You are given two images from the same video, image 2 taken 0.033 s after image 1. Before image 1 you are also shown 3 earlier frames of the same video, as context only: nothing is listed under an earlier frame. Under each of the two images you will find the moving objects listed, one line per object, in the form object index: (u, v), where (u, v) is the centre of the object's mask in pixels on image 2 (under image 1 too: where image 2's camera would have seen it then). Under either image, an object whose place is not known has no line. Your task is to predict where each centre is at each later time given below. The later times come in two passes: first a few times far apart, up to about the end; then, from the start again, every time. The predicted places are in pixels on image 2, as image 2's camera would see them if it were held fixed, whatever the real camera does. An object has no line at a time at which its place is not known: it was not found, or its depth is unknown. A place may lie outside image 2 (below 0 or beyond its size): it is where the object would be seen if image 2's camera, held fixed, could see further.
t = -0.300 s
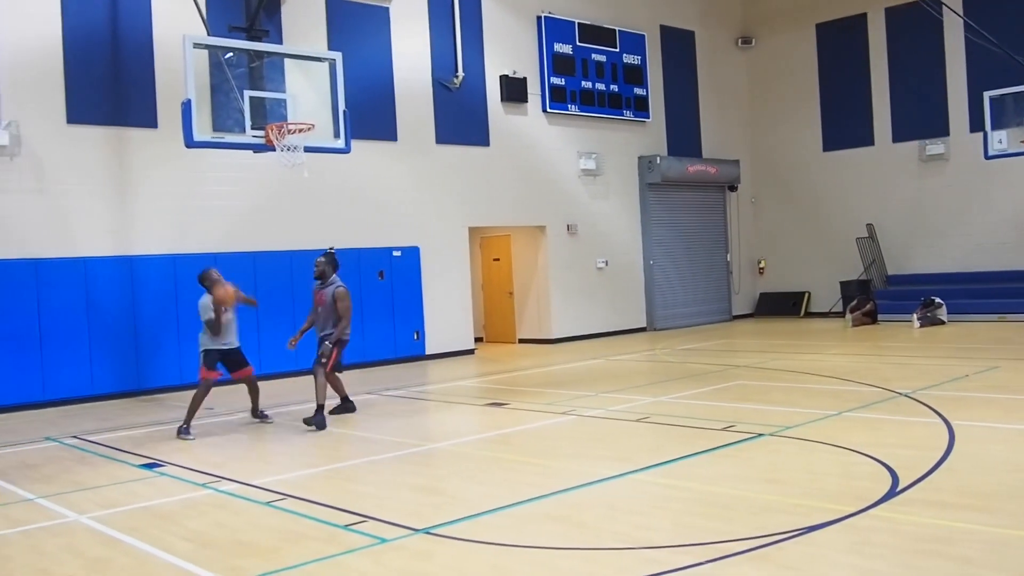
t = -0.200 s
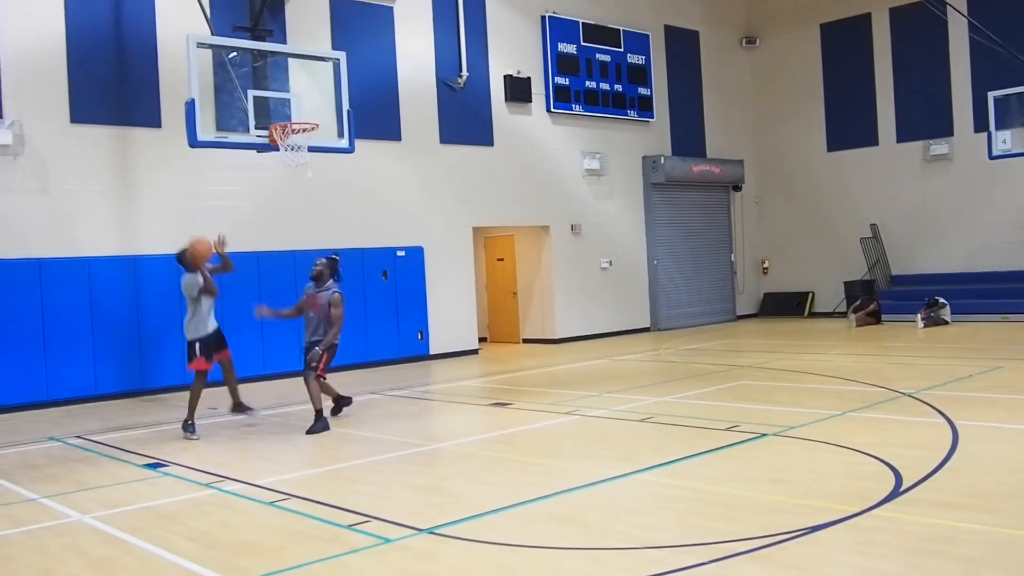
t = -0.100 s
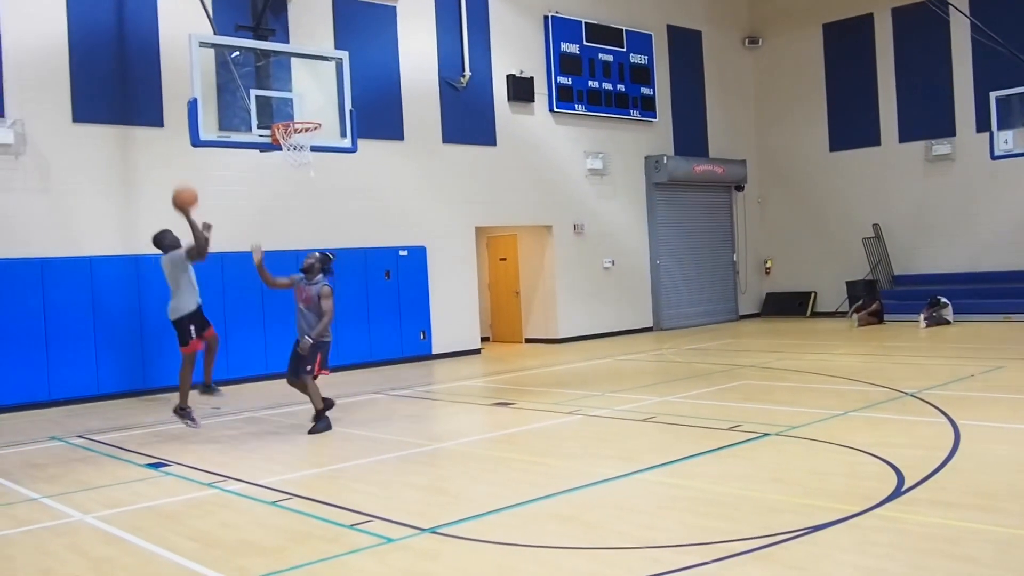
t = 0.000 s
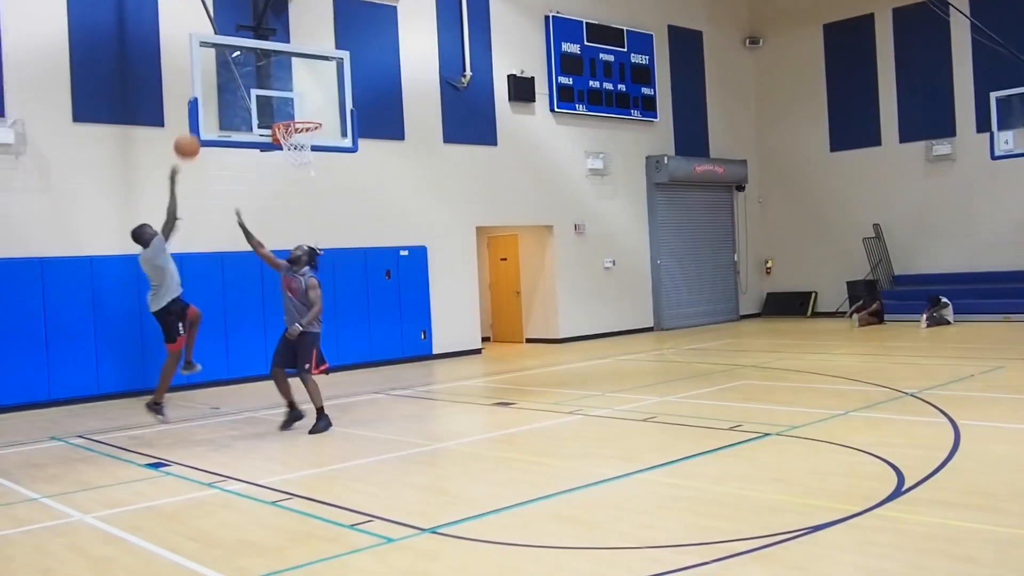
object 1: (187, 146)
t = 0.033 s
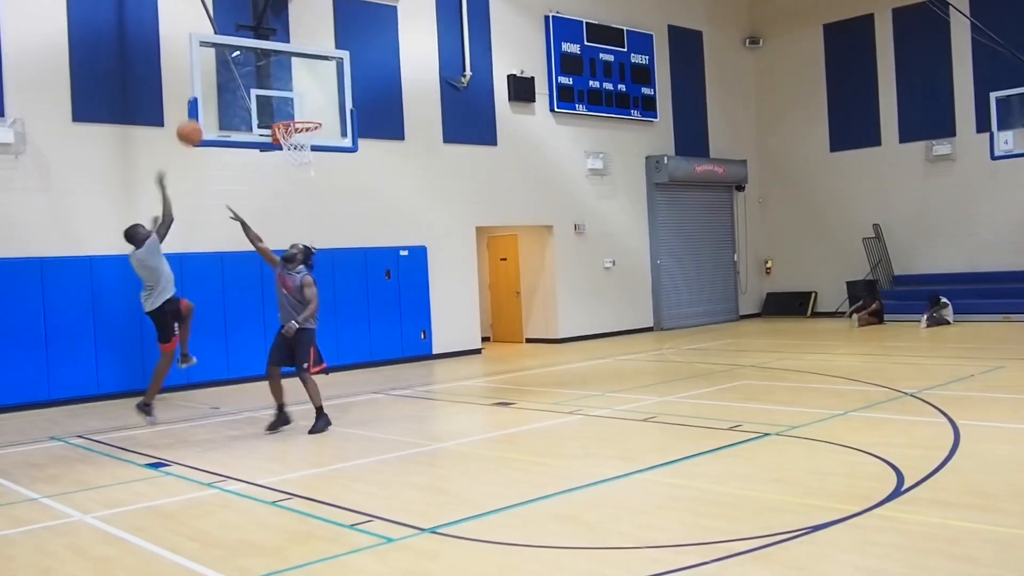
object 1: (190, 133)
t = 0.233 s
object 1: (209, 75)
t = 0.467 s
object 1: (233, 60)
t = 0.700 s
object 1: (257, 94)
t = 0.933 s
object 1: (227, 141)
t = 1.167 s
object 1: (165, 226)
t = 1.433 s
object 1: (95, 404)
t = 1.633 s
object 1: (49, 365)
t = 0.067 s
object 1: (192, 120)
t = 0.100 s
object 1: (196, 108)
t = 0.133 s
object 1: (199, 98)
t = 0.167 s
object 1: (202, 90)
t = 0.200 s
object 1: (205, 82)
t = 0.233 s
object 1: (209, 75)
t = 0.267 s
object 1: (213, 70)
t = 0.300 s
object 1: (216, 65)
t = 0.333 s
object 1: (219, 62)
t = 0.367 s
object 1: (223, 59)
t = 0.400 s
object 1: (226, 59)
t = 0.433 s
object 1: (230, 59)
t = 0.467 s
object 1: (233, 60)
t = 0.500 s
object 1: (237, 62)
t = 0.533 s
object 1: (240, 66)
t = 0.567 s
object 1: (242, 68)
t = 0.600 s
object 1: (246, 73)
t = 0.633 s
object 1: (249, 78)
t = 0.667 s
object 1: (253, 86)
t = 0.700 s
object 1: (257, 94)
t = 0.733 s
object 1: (261, 105)
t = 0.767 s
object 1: (265, 114)
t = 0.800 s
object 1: (263, 120)
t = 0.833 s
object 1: (253, 123)
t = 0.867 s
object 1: (244, 129)
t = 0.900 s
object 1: (237, 134)
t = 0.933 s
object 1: (227, 141)
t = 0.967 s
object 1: (219, 150)
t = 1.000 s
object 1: (209, 160)
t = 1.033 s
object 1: (200, 170)
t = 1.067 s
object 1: (192, 182)
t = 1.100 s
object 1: (183, 196)
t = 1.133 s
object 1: (174, 211)
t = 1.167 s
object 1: (165, 226)
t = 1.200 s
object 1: (156, 244)
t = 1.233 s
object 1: (148, 263)
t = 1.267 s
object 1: (139, 282)
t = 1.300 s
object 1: (130, 304)
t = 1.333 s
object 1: (122, 327)
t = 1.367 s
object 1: (113, 351)
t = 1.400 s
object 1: (105, 377)
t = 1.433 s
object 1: (95, 404)
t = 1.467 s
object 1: (87, 432)
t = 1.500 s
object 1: (77, 439)
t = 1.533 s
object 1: (68, 419)
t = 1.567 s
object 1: (58, 399)
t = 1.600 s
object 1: (52, 380)
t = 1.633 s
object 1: (49, 365)
